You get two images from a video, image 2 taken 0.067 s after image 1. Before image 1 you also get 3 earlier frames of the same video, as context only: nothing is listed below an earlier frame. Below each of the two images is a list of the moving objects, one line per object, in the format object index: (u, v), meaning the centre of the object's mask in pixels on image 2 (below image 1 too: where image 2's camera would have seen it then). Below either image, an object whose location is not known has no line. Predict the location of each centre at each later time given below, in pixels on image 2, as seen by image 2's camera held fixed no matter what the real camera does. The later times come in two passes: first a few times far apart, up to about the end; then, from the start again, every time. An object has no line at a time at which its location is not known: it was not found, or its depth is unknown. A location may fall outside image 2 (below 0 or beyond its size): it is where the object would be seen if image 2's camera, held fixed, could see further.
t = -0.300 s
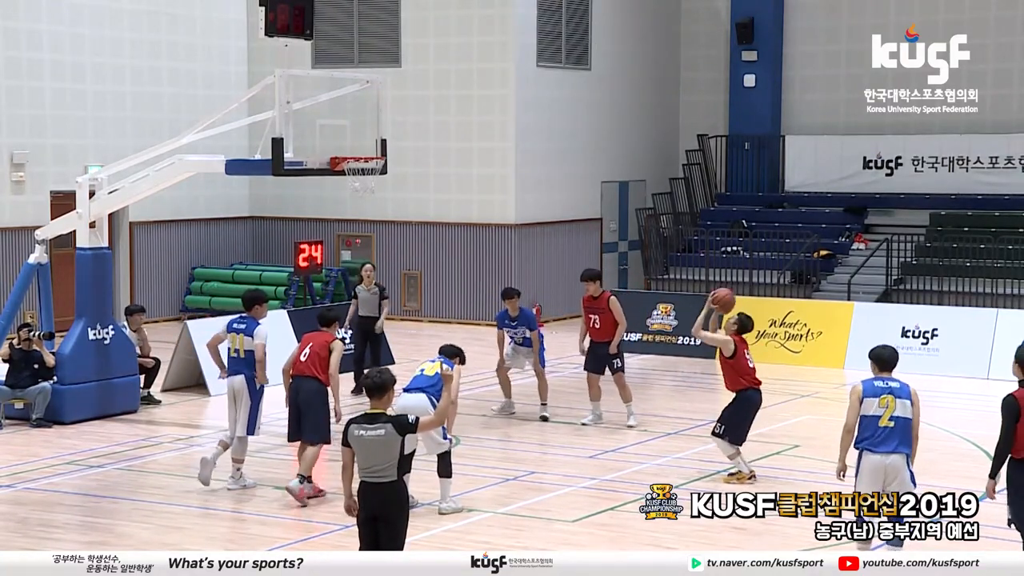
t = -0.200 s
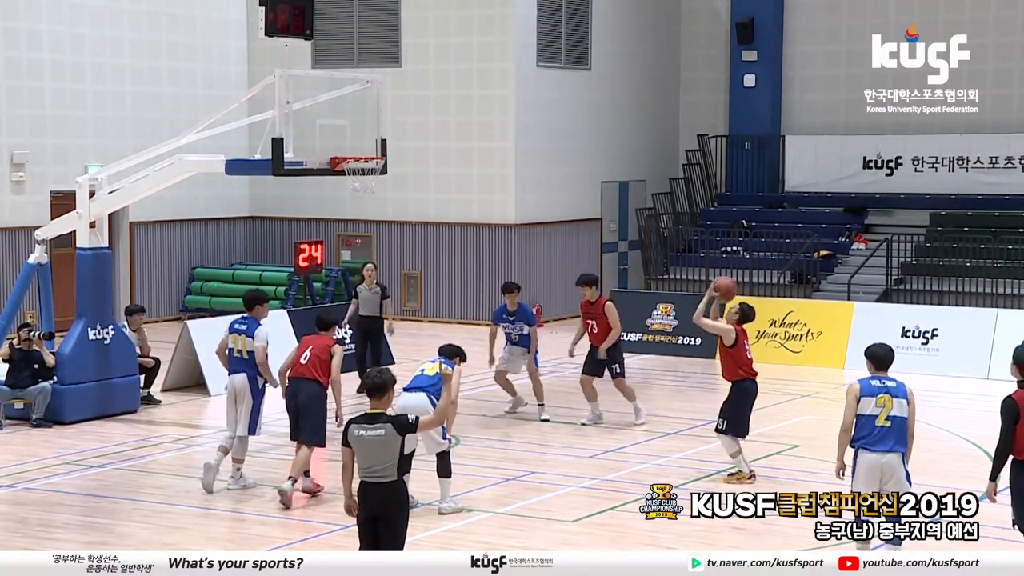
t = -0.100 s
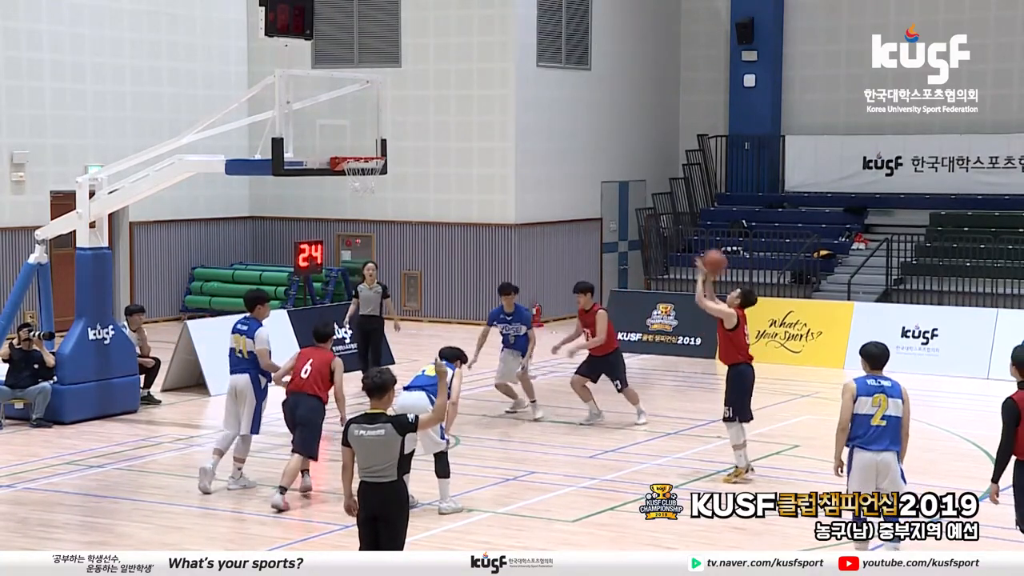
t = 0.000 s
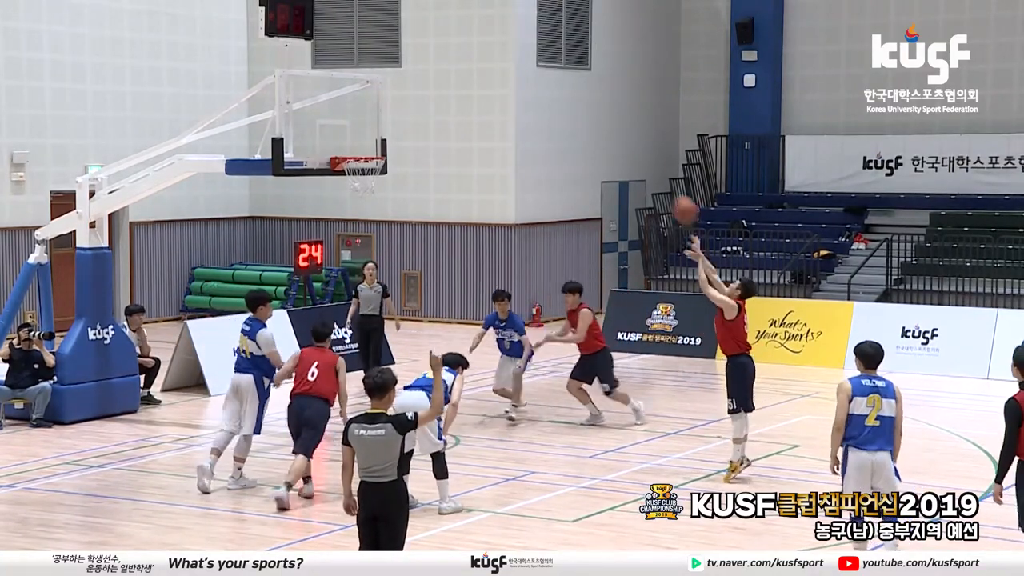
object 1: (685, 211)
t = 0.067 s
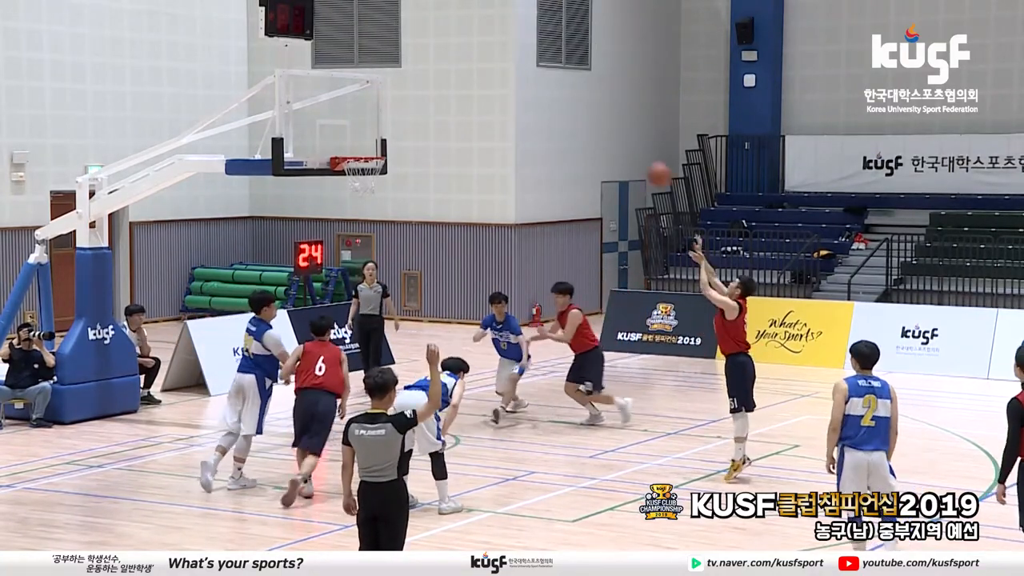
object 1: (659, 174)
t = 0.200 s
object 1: (610, 121)
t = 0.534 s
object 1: (495, 65)
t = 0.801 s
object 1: (408, 97)
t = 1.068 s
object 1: (366, 141)
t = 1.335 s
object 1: (401, 154)
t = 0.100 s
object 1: (647, 159)
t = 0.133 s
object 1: (634, 146)
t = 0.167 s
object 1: (622, 132)
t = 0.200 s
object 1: (610, 121)
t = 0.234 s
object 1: (599, 111)
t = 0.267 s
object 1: (586, 101)
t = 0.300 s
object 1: (574, 93)
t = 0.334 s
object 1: (563, 86)
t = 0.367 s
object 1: (551, 80)
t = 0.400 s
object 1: (540, 75)
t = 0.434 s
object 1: (528, 71)
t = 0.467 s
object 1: (517, 67)
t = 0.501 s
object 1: (506, 66)
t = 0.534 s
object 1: (495, 65)
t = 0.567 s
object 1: (484, 66)
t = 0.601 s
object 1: (473, 67)
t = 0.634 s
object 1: (462, 70)
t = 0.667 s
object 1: (451, 73)
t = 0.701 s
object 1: (440, 78)
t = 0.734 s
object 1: (429, 83)
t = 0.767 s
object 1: (419, 90)
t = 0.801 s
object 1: (408, 97)
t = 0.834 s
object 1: (398, 105)
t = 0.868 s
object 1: (388, 115)
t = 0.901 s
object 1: (378, 125)
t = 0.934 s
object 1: (367, 137)
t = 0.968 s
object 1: (358, 148)
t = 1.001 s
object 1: (359, 147)
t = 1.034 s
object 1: (363, 144)
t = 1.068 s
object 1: (366, 141)
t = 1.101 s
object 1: (371, 139)
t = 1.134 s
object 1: (375, 138)
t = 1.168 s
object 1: (379, 139)
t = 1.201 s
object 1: (384, 139)
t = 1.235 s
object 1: (388, 141)
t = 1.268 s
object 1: (391, 145)
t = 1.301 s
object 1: (396, 149)
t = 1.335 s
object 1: (401, 154)
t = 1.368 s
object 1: (405, 161)
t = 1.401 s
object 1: (410, 169)
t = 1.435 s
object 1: (415, 178)
